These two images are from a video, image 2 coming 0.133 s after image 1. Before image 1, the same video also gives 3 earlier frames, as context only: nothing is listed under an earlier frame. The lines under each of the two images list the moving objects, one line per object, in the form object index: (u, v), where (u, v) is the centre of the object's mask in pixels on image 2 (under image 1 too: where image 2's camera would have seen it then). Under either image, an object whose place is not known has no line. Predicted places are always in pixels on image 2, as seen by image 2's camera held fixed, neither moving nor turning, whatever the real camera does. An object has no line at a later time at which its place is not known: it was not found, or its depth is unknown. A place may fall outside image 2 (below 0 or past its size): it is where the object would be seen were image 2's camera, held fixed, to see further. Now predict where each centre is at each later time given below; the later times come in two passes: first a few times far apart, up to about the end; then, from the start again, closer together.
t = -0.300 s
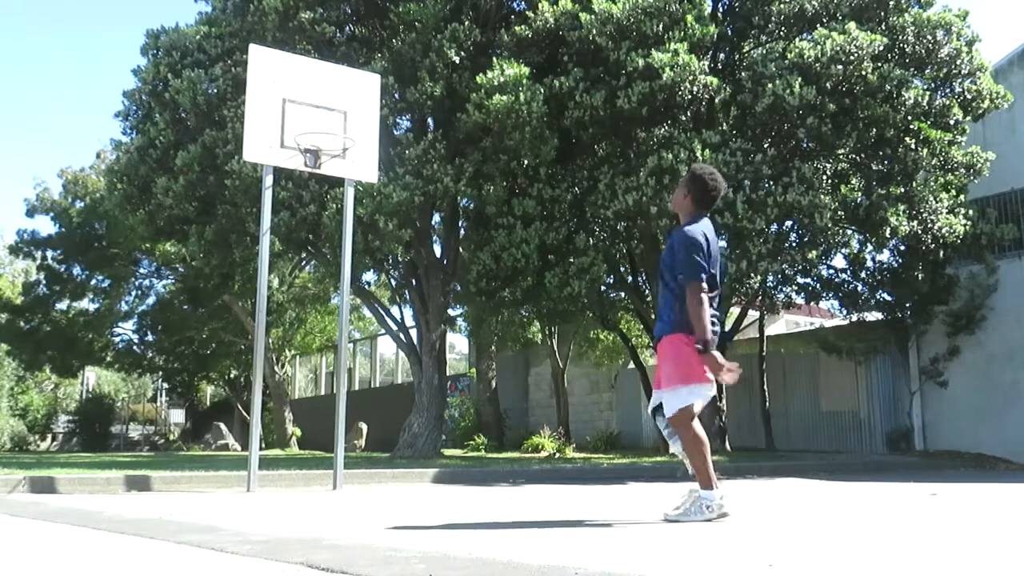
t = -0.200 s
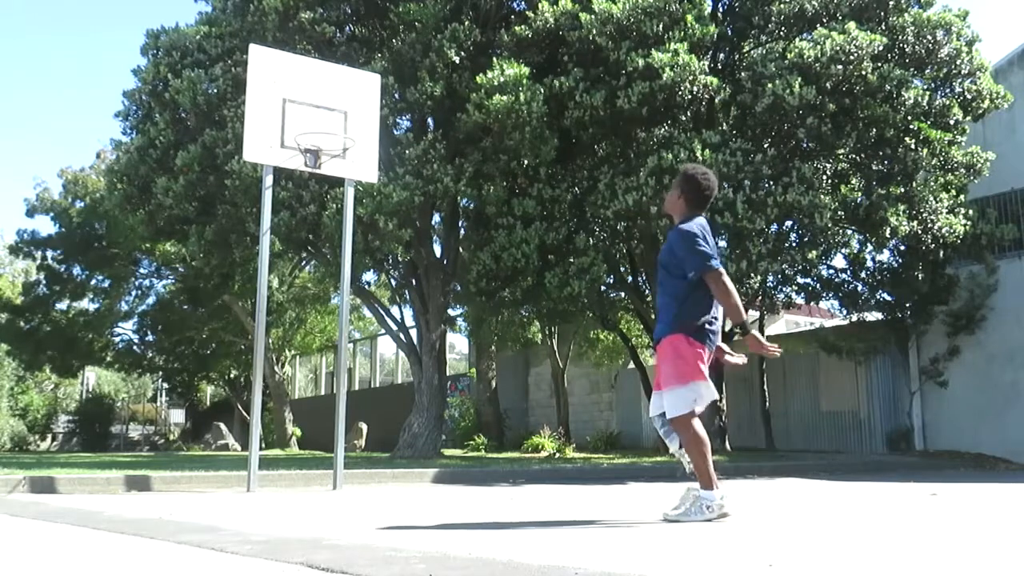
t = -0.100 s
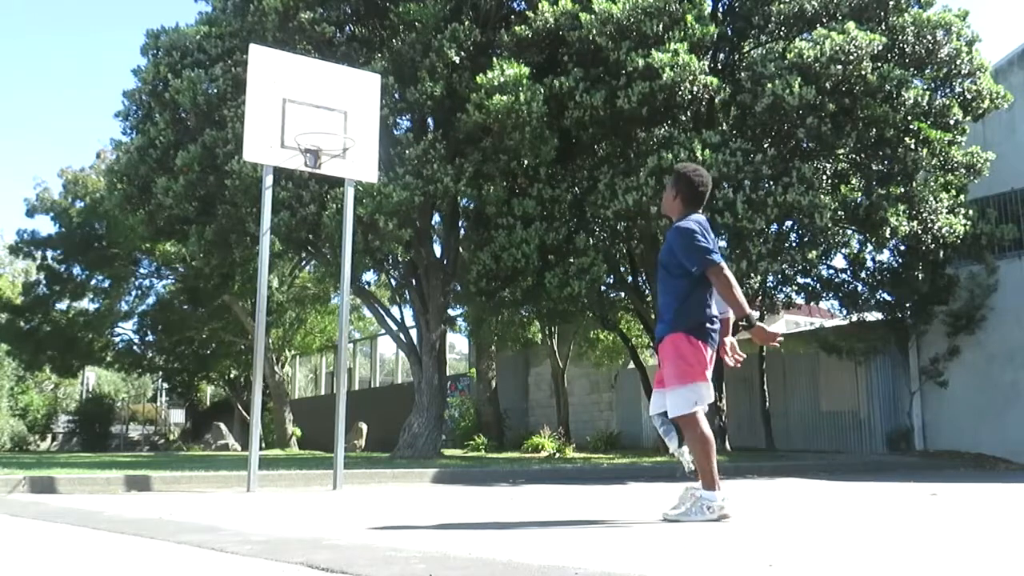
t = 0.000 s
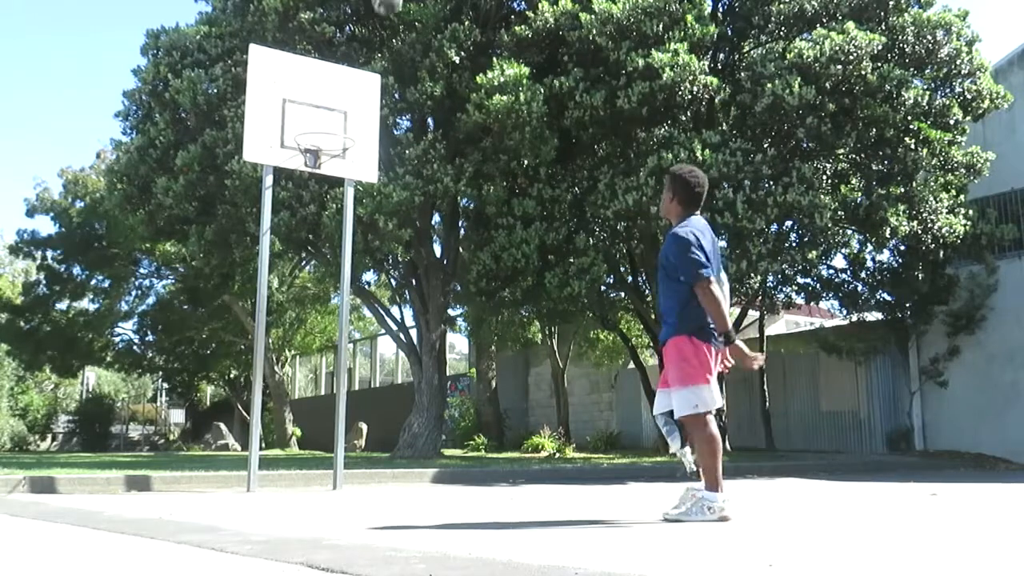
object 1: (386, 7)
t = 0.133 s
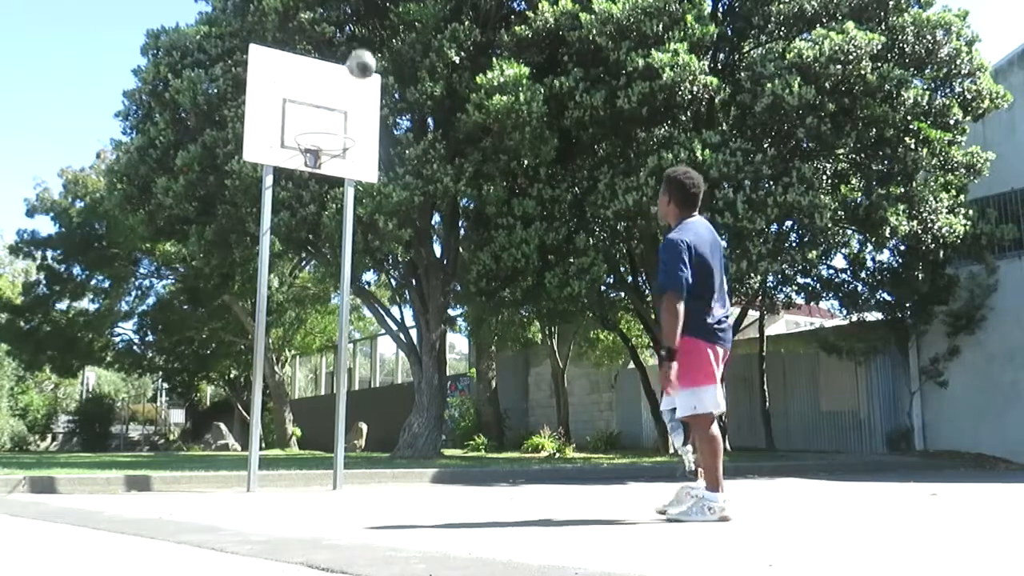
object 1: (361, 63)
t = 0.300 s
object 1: (325, 119)
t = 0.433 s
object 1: (281, 73)
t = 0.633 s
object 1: (214, 31)
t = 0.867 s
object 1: (118, 41)
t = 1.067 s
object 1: (19, 113)
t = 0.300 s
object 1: (325, 119)
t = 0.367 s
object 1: (303, 94)
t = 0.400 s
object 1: (292, 83)
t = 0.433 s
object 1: (281, 73)
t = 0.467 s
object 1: (271, 62)
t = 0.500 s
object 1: (261, 53)
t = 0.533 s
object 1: (250, 45)
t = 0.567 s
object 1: (239, 39)
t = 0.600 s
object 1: (227, 35)
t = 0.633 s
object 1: (214, 31)
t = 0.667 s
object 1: (202, 28)
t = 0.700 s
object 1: (190, 25)
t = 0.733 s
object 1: (174, 31)
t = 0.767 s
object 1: (162, 29)
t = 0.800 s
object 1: (148, 31)
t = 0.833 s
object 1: (134, 36)
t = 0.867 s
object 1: (118, 41)
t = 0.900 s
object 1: (102, 50)
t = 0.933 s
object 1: (86, 59)
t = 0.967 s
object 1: (70, 69)
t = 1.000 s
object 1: (54, 82)
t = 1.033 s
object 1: (36, 97)
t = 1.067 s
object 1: (19, 113)
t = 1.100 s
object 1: (7, 131)
